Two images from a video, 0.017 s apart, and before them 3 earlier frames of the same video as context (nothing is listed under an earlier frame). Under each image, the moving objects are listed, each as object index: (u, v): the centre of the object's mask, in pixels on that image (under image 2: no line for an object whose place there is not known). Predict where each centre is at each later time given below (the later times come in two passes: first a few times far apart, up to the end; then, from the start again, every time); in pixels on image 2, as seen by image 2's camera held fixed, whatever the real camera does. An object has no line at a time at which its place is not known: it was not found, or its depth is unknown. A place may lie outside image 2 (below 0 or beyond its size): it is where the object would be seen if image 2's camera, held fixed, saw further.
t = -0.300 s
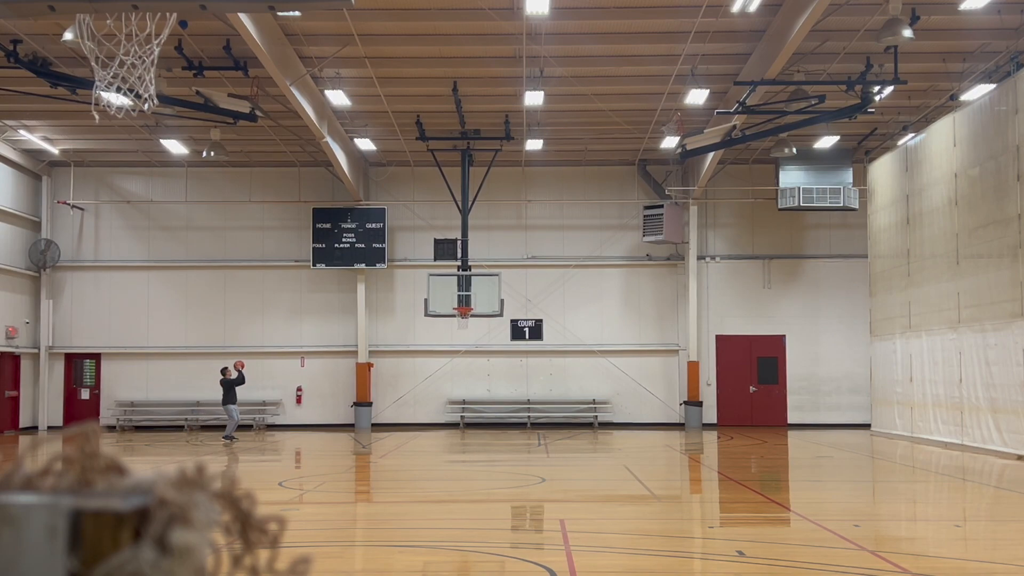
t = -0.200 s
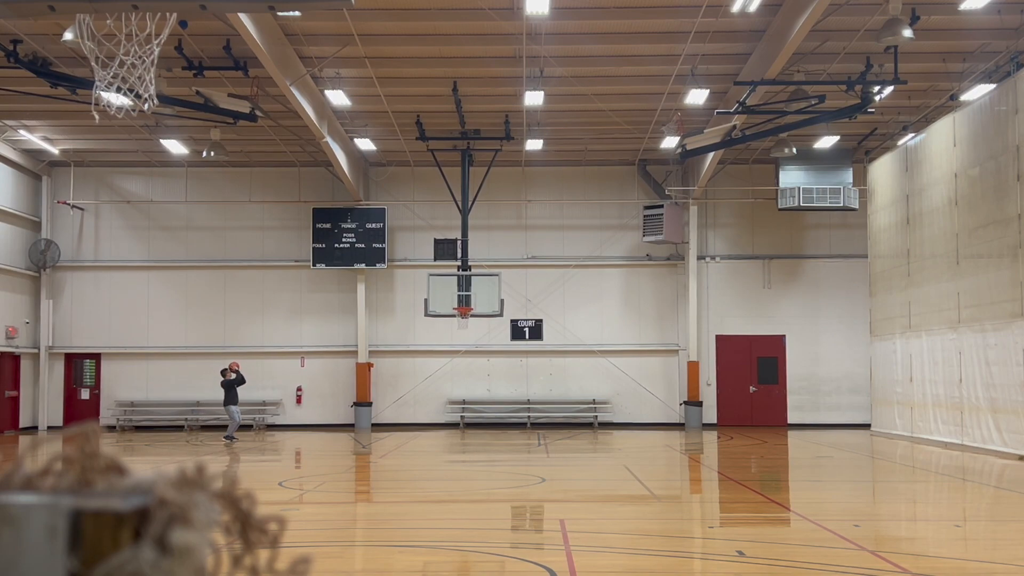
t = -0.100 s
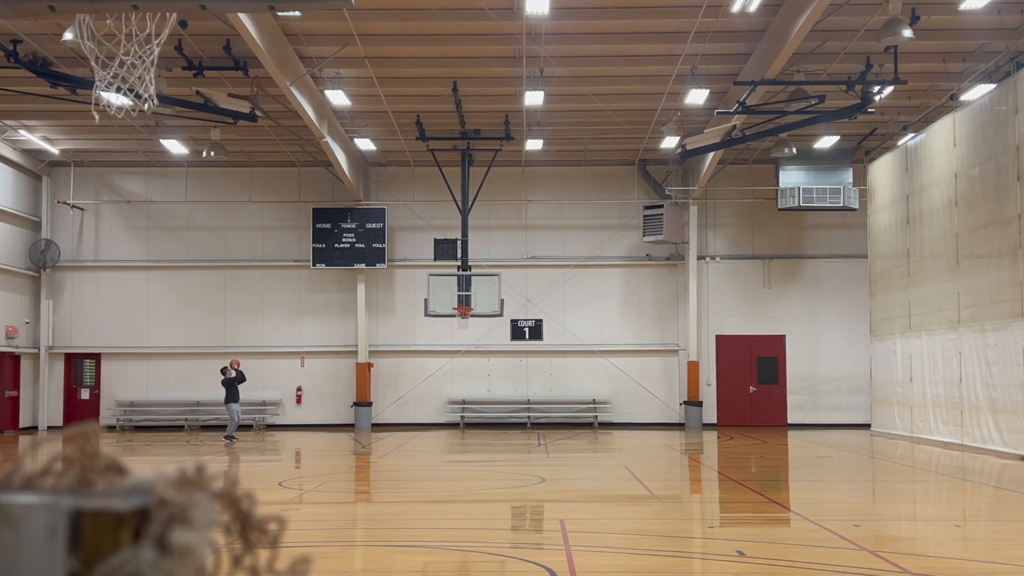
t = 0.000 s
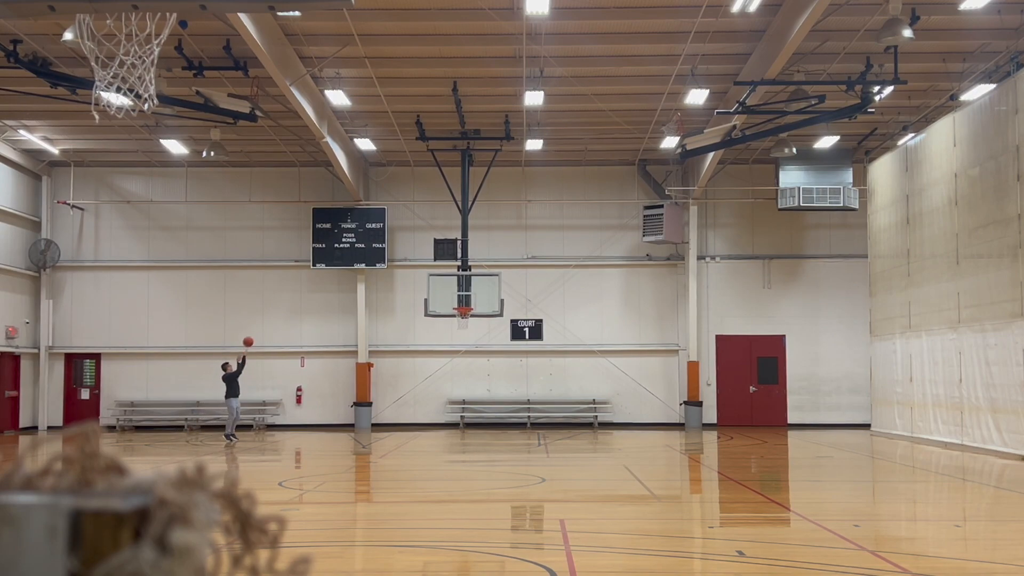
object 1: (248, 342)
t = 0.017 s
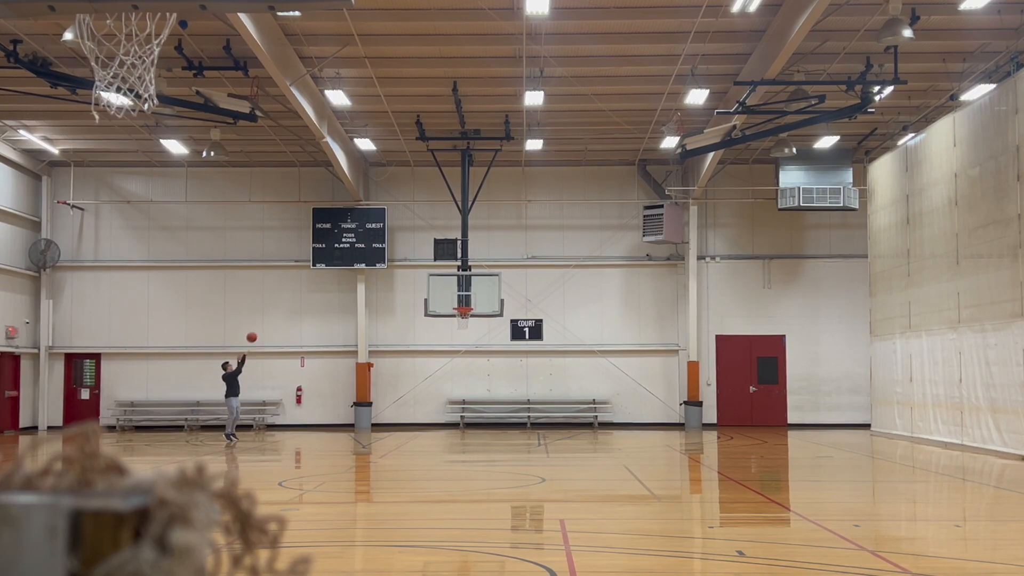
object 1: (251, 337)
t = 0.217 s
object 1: (294, 293)
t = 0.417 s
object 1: (334, 267)
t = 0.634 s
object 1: (375, 259)
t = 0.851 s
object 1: (415, 269)
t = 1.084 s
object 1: (457, 301)
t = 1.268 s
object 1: (469, 303)
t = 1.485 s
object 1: (466, 303)
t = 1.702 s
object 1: (458, 310)
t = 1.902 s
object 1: (456, 324)
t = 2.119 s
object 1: (457, 351)
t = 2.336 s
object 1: (457, 396)
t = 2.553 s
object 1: (459, 414)
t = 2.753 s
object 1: (462, 384)
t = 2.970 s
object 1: (466, 369)
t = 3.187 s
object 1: (469, 374)
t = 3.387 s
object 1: (472, 394)
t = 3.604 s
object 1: (476, 429)
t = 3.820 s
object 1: (479, 401)
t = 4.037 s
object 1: (481, 393)
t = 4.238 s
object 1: (484, 401)
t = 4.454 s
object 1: (487, 429)
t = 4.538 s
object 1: (488, 423)
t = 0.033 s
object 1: (255, 333)
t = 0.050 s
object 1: (259, 329)
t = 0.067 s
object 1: (262, 325)
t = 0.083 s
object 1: (266, 321)
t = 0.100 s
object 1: (269, 317)
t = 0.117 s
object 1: (273, 313)
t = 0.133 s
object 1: (276, 309)
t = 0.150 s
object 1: (280, 306)
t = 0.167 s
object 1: (283, 303)
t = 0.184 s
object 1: (287, 300)
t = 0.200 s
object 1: (290, 296)
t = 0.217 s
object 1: (294, 293)
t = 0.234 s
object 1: (297, 291)
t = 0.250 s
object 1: (300, 288)
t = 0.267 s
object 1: (304, 285)
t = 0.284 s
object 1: (307, 283)
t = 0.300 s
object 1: (311, 280)
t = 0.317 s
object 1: (314, 278)
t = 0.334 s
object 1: (317, 276)
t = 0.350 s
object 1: (320, 274)
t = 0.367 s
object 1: (324, 273)
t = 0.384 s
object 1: (327, 271)
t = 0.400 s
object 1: (330, 269)
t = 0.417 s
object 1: (334, 267)
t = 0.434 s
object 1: (337, 266)
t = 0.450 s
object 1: (340, 265)
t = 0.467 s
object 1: (344, 263)
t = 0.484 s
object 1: (347, 262)
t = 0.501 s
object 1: (350, 262)
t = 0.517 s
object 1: (353, 261)
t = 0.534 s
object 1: (356, 260)
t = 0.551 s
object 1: (360, 260)
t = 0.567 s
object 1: (363, 260)
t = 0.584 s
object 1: (366, 259)
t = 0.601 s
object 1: (369, 259)
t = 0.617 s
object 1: (372, 259)
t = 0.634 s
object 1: (375, 259)
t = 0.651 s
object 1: (378, 259)
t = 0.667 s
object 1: (381, 259)
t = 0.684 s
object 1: (384, 260)
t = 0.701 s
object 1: (387, 260)
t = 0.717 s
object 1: (391, 261)
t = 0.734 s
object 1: (394, 261)
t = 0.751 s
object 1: (397, 262)
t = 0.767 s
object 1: (400, 263)
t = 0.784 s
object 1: (403, 264)
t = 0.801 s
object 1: (406, 265)
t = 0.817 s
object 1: (409, 266)
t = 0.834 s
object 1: (412, 268)
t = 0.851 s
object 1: (415, 269)
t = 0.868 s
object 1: (418, 271)
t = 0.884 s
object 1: (421, 272)
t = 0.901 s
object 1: (424, 274)
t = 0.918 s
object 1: (427, 277)
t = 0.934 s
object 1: (430, 278)
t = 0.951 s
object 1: (433, 280)
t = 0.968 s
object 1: (436, 283)
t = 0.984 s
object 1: (439, 285)
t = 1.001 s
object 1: (442, 287)
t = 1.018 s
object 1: (445, 290)
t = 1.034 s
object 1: (448, 292)
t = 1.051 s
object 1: (451, 295)
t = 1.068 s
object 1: (454, 298)
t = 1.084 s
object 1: (457, 301)
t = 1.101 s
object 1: (459, 304)
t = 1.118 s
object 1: (461, 304)
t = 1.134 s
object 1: (463, 304)
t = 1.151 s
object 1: (465, 304)
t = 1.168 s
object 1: (467, 304)
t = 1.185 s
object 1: (469, 304)
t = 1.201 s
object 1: (469, 304)
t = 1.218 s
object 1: (469, 303)
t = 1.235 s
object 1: (469, 303)
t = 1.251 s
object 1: (469, 303)
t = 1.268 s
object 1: (469, 303)
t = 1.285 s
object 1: (469, 303)
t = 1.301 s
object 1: (470, 303)
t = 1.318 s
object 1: (470, 303)
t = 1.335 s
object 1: (470, 303)
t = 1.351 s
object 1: (469, 303)
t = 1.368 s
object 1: (469, 303)
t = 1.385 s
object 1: (469, 302)
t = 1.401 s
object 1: (469, 302)
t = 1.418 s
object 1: (468, 302)
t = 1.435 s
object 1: (468, 303)
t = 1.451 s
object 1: (467, 303)
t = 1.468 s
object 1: (467, 303)
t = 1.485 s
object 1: (466, 303)
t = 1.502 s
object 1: (466, 304)
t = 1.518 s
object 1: (466, 304)
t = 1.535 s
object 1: (465, 305)
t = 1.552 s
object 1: (465, 305)
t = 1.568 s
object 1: (464, 305)
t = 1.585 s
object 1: (464, 305)
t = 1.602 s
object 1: (463, 305)
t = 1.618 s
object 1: (462, 306)
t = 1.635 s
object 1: (462, 306)
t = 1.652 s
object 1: (461, 307)
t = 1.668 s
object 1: (460, 308)
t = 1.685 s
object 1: (459, 308)
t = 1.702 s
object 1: (458, 310)
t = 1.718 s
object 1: (459, 312)
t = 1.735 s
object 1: (457, 312)
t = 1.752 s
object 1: (457, 315)
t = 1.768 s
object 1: (456, 316)
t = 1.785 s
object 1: (456, 318)
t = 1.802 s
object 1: (456, 319)
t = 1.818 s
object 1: (456, 319)
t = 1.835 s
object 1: (456, 320)
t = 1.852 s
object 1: (456, 321)
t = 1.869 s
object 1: (456, 322)
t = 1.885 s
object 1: (456, 323)
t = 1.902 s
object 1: (456, 324)
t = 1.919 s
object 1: (456, 326)
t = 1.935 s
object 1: (456, 328)
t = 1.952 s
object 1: (456, 329)
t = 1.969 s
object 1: (457, 331)
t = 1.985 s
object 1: (457, 332)
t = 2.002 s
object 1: (457, 334)
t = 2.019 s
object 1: (457, 336)
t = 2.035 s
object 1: (457, 339)
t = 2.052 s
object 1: (457, 341)
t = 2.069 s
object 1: (457, 343)
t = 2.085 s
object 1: (457, 346)
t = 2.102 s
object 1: (457, 348)
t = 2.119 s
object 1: (457, 351)
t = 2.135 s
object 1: (457, 354)
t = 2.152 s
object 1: (457, 357)
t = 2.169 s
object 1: (457, 360)
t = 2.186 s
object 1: (457, 363)
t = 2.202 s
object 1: (457, 366)
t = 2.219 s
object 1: (457, 369)
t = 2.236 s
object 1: (457, 373)
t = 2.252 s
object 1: (457, 376)
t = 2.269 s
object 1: (457, 380)
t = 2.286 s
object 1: (457, 384)
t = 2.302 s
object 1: (457, 388)
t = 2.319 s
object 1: (457, 391)
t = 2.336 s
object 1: (457, 396)
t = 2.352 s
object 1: (457, 400)
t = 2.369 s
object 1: (457, 404)
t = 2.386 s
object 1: (457, 409)
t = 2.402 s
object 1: (457, 413)
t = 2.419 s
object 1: (458, 417)
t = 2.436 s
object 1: (457, 422)
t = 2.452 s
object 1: (457, 427)
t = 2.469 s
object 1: (457, 431)
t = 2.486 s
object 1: (458, 428)
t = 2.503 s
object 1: (458, 424)
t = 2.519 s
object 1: (458, 422)
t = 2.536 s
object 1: (459, 417)
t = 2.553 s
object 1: (459, 414)
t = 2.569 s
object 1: (459, 412)
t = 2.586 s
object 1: (459, 409)
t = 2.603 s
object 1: (459, 405)
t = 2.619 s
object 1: (460, 402)
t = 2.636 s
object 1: (460, 400)
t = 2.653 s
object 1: (460, 397)
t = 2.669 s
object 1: (461, 395)
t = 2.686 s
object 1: (461, 392)
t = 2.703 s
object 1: (461, 390)
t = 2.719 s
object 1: (461, 388)
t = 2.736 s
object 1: (462, 386)
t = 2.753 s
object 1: (462, 384)
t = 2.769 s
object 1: (462, 382)
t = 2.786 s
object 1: (463, 380)
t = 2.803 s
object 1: (463, 379)
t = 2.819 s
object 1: (463, 378)
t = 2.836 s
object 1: (463, 376)
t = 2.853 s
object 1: (464, 375)
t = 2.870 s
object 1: (464, 374)
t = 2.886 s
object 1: (464, 373)
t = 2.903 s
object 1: (464, 372)
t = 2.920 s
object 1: (465, 371)
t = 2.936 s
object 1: (465, 371)
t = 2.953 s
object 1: (465, 370)
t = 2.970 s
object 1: (466, 369)
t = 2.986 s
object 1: (466, 369)
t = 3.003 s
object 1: (466, 369)
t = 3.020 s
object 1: (467, 369)
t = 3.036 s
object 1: (467, 369)
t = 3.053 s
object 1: (467, 369)
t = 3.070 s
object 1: (467, 369)
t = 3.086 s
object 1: (468, 369)
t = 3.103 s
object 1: (468, 370)
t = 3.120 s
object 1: (468, 370)
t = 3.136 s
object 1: (468, 371)
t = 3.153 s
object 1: (469, 372)
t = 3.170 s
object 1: (469, 373)
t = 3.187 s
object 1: (469, 374)
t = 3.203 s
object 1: (470, 375)
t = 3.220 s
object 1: (470, 376)
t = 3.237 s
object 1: (470, 377)
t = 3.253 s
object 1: (470, 379)
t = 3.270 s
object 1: (471, 381)
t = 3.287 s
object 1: (471, 382)
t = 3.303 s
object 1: (471, 384)
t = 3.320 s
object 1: (471, 386)
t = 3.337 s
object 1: (472, 388)
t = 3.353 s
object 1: (472, 390)
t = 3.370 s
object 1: (472, 392)
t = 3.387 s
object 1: (472, 394)
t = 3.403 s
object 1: (473, 397)
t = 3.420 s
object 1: (473, 399)
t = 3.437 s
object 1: (473, 402)
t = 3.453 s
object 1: (474, 405)
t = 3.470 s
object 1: (474, 408)
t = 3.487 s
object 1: (474, 411)
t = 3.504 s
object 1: (474, 414)
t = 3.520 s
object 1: (475, 417)
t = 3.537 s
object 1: (475, 421)
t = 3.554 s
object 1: (475, 424)
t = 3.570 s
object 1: (476, 427)
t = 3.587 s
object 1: (476, 431)
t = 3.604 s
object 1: (476, 429)
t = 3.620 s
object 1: (476, 426)
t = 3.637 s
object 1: (477, 424)
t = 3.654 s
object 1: (477, 422)
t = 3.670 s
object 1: (477, 419)
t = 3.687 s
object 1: (477, 416)
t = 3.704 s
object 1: (477, 414)
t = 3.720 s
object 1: (477, 412)
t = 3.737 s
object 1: (478, 410)
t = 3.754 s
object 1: (478, 408)
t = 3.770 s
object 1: (478, 407)
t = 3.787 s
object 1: (478, 404)
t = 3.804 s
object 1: (478, 403)
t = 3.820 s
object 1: (479, 401)
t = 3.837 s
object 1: (479, 400)
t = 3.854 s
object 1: (479, 399)
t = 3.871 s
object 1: (479, 397)
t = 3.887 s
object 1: (480, 396)
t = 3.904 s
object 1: (480, 396)
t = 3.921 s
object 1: (480, 395)
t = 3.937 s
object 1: (480, 394)
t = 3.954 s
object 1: (481, 394)
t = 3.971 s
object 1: (481, 393)
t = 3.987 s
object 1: (481, 393)
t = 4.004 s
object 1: (481, 393)
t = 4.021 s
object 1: (481, 392)
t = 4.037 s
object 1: (481, 393)
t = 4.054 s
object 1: (482, 393)
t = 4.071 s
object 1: (482, 393)
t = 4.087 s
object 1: (482, 393)
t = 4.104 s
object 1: (482, 393)
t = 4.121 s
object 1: (483, 394)
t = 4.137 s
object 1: (483, 395)
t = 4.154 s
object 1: (483, 395)
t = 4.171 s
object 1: (483, 396)
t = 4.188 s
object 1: (484, 397)
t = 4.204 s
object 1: (484, 398)
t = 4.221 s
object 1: (484, 400)
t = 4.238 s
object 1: (484, 401)
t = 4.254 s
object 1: (485, 402)
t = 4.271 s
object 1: (485, 404)
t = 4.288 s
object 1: (485, 406)
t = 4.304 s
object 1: (485, 408)
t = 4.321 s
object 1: (485, 410)
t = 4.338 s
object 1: (486, 412)
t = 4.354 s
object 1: (486, 414)
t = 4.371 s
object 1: (486, 416)
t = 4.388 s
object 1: (486, 418)
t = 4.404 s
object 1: (487, 421)
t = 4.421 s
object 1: (487, 423)
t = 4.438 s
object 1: (487, 426)
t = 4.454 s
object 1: (487, 429)
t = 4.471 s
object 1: (487, 431)
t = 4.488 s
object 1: (488, 429)
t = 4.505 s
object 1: (488, 427)
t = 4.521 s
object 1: (488, 424)
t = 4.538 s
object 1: (488, 423)
